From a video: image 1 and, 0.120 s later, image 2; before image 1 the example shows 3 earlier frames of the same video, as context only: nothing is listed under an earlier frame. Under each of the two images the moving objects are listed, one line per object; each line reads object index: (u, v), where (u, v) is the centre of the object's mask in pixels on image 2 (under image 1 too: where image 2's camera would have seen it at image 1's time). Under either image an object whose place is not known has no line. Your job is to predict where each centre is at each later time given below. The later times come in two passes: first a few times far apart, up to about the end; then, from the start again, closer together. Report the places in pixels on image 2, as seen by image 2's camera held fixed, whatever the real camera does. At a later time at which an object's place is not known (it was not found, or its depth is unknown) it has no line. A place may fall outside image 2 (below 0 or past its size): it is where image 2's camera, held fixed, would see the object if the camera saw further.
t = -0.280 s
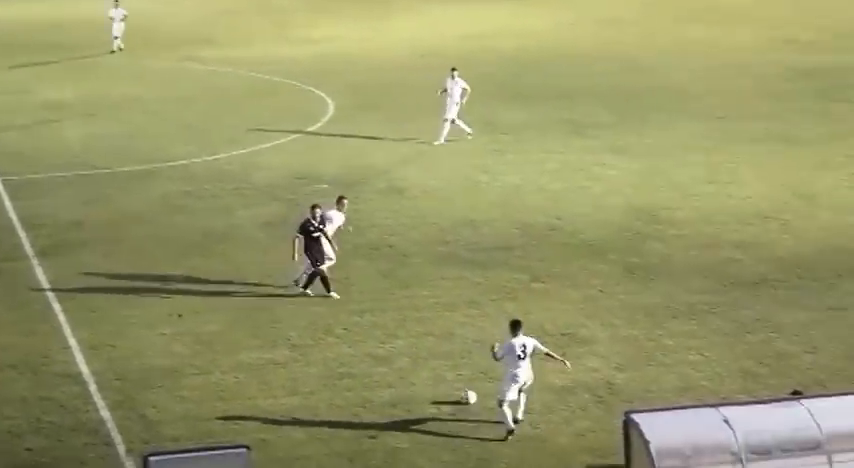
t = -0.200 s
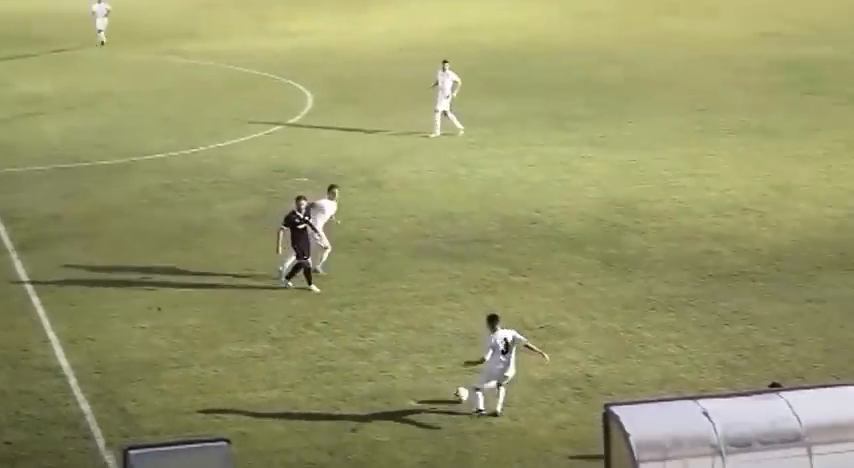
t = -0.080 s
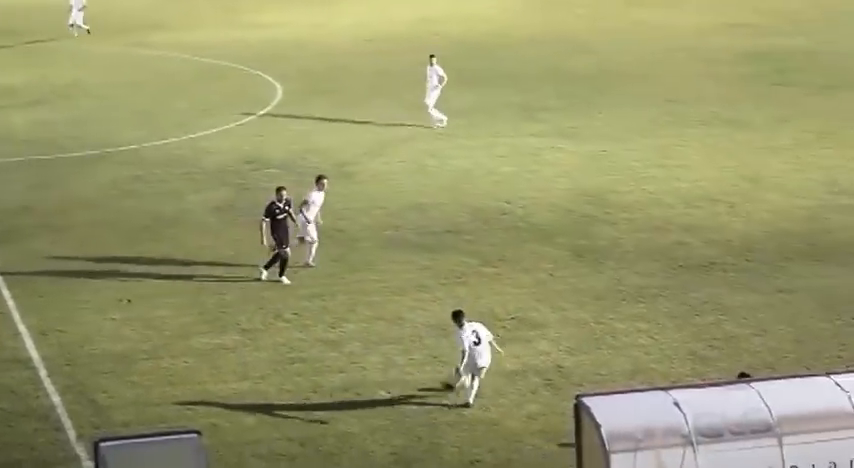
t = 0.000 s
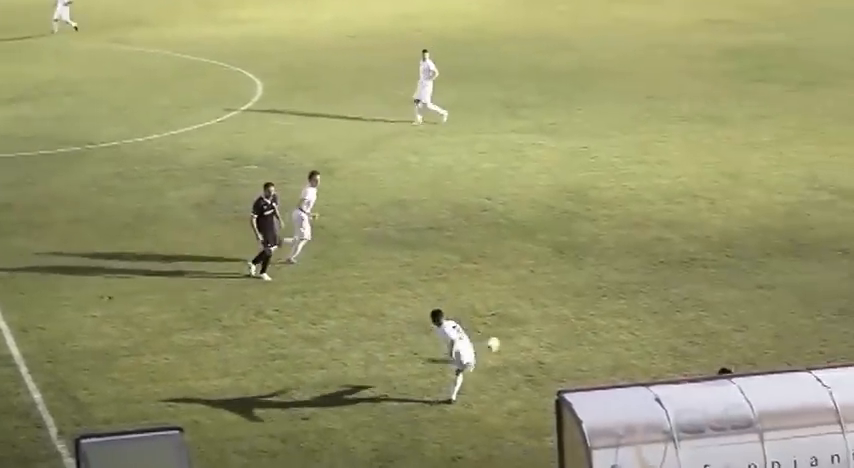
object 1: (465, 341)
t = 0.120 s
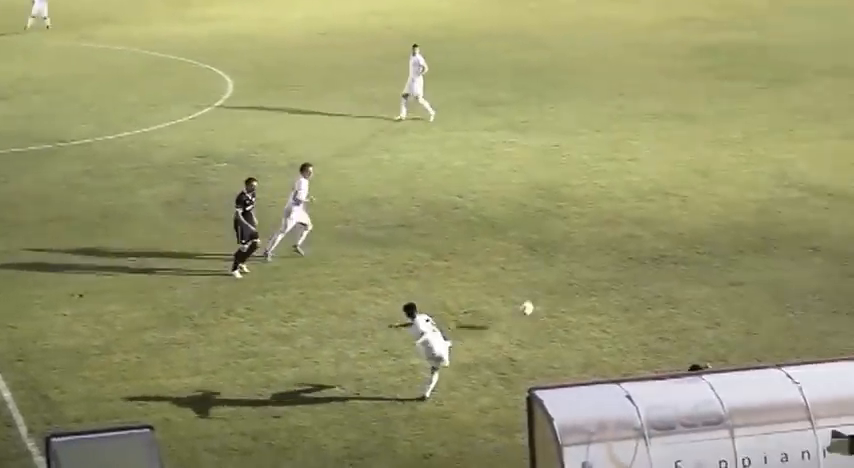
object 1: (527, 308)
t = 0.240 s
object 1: (584, 287)
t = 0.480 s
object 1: (678, 242)
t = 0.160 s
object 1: (546, 299)
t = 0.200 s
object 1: (565, 292)
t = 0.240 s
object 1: (584, 287)
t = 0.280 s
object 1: (601, 282)
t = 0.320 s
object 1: (617, 279)
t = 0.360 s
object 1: (634, 268)
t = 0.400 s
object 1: (649, 258)
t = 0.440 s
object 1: (664, 249)
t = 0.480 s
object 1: (678, 242)
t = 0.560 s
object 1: (706, 230)
